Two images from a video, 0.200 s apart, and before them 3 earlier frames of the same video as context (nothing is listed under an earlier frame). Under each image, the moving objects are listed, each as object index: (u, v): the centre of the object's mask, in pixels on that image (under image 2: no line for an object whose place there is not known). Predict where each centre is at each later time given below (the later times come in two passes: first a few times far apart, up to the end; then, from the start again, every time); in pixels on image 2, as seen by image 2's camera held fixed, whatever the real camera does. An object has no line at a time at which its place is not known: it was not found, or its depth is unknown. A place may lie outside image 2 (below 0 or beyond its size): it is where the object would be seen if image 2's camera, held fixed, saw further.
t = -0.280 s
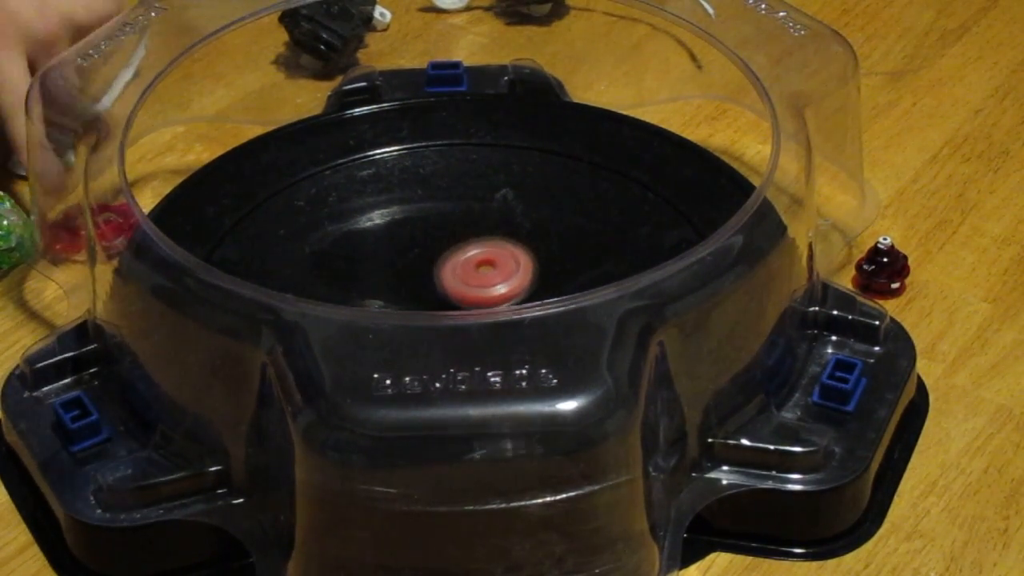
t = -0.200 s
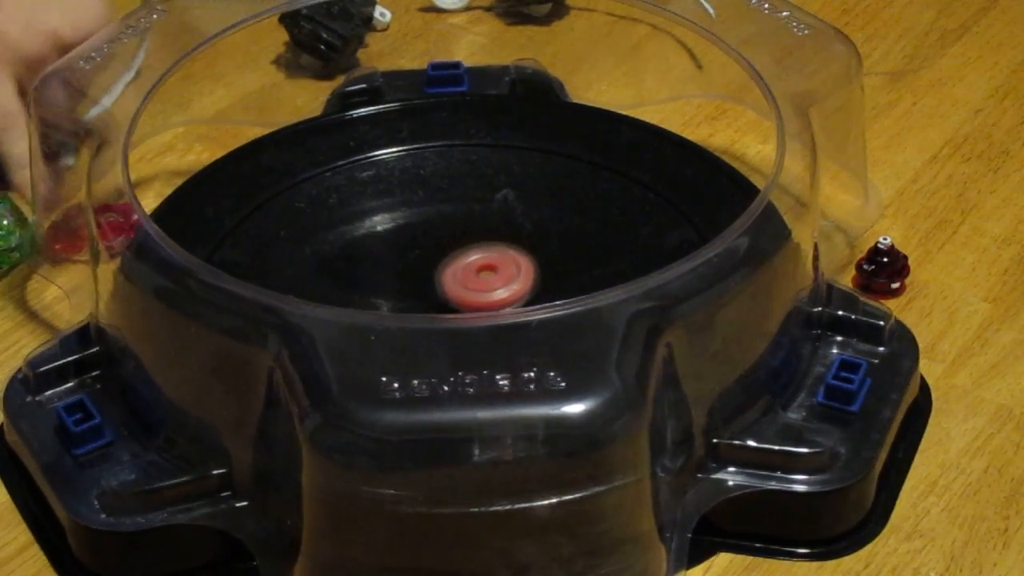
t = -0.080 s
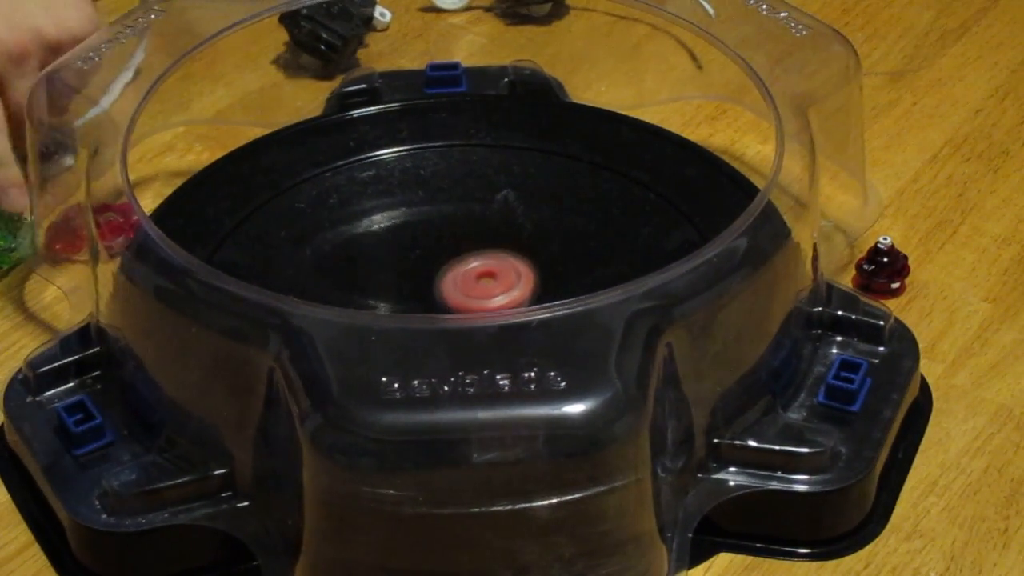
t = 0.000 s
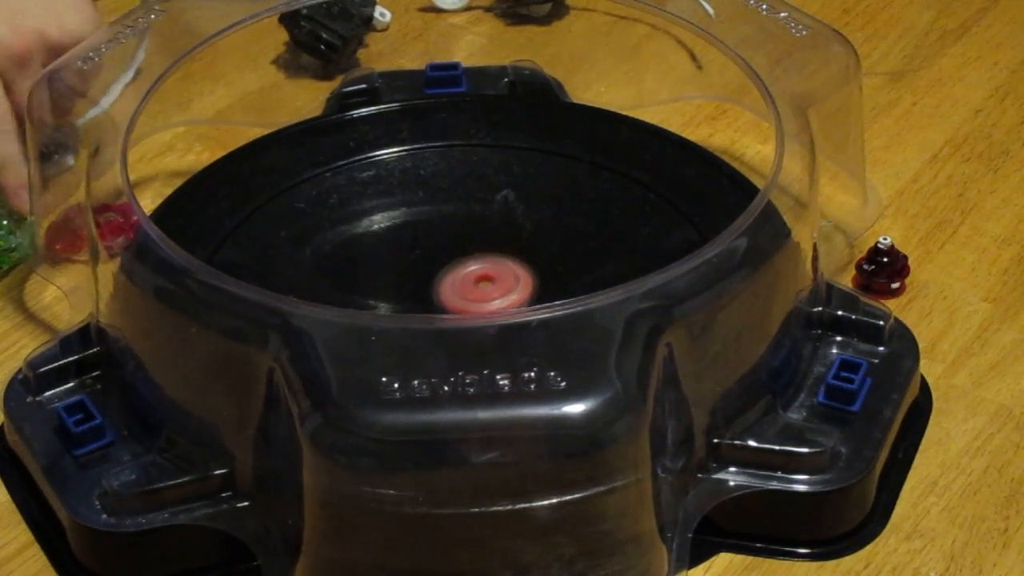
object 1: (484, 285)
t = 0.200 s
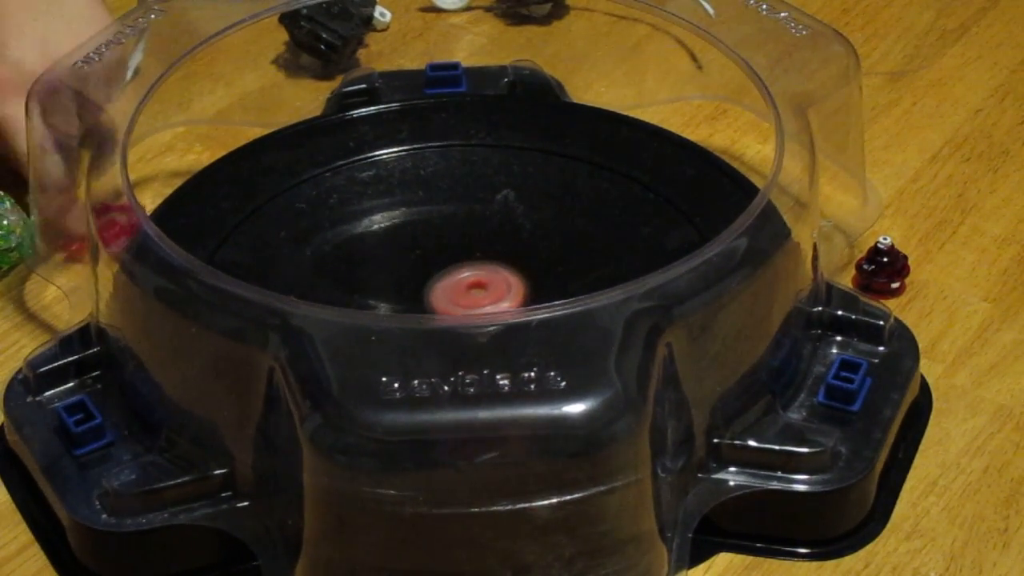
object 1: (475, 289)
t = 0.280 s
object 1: (470, 291)
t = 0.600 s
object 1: (447, 291)
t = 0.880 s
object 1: (429, 285)
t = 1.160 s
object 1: (420, 276)
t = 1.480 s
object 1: (429, 262)
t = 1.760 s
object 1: (449, 254)
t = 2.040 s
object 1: (472, 253)
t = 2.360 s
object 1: (486, 264)
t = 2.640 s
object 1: (487, 279)
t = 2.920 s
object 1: (477, 287)
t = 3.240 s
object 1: (455, 290)
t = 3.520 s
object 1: (435, 287)
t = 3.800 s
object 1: (424, 278)
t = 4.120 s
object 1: (429, 265)
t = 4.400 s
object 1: (446, 257)
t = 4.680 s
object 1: (468, 257)
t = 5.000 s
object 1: (483, 268)
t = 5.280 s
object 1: (483, 280)
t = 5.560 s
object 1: (472, 287)
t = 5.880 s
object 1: (450, 289)
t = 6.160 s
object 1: (433, 284)
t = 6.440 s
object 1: (426, 275)
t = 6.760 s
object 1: (435, 261)
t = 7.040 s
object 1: (456, 256)
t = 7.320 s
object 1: (475, 260)
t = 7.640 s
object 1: (483, 274)
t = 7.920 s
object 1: (476, 284)
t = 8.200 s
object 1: (460, 289)
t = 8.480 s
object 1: (441, 287)
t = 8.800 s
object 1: (428, 278)
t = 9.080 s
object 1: (433, 265)
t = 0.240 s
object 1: (473, 290)
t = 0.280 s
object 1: (470, 291)
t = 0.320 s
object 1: (468, 291)
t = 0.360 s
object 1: (465, 291)
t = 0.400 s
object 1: (462, 292)
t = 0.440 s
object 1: (459, 292)
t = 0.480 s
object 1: (456, 292)
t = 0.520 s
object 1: (453, 292)
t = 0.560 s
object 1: (450, 291)
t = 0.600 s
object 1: (447, 291)
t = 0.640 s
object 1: (444, 291)
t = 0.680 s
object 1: (442, 290)
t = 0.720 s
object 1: (439, 289)
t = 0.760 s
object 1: (436, 289)
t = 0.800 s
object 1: (434, 287)
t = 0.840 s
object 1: (431, 286)
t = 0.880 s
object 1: (429, 285)
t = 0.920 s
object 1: (427, 284)
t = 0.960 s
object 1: (425, 283)
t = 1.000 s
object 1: (424, 282)
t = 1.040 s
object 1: (422, 281)
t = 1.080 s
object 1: (421, 279)
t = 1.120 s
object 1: (421, 278)
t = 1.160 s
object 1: (420, 276)
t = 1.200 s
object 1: (420, 274)
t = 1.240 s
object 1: (420, 272)
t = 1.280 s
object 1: (421, 270)
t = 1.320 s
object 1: (422, 269)
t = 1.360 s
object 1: (423, 267)
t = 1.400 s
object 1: (424, 266)
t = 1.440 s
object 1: (427, 264)
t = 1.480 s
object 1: (429, 262)
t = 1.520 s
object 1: (431, 261)
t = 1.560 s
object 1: (434, 259)
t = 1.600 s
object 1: (437, 258)
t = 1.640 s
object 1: (440, 257)
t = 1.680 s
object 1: (443, 256)
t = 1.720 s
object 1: (446, 255)
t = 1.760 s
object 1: (449, 254)
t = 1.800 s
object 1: (453, 254)
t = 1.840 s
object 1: (456, 253)
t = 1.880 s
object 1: (460, 253)
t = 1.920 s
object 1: (463, 253)
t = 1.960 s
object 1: (465, 253)
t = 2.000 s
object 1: (469, 253)
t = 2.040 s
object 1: (472, 253)
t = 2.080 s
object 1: (474, 254)
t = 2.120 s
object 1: (477, 255)
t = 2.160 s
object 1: (479, 256)
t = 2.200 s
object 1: (481, 257)
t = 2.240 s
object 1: (483, 259)
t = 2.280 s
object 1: (484, 260)
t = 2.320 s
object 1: (485, 262)
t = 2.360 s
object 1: (486, 264)
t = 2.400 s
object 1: (487, 266)
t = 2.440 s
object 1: (488, 269)
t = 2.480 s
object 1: (488, 271)
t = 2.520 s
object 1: (488, 273)
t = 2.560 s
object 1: (488, 275)
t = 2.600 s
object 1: (488, 277)
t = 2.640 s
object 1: (487, 279)
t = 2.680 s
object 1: (486, 280)
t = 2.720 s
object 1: (485, 281)
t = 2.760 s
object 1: (483, 283)
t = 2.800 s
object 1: (482, 284)
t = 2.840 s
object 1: (481, 285)
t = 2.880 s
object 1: (479, 286)
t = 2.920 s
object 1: (477, 287)
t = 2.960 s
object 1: (474, 288)
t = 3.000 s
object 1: (472, 289)
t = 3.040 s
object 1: (470, 289)
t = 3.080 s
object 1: (466, 289)
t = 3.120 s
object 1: (464, 290)
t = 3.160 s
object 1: (461, 290)
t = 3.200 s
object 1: (458, 290)
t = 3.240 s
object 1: (455, 290)
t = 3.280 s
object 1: (452, 290)
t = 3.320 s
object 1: (449, 290)
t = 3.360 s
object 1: (446, 289)
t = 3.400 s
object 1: (443, 289)
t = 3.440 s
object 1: (440, 288)
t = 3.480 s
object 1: (437, 288)
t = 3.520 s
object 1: (435, 287)
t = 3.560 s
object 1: (433, 286)
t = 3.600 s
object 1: (430, 285)
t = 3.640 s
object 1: (429, 284)
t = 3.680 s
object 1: (427, 282)
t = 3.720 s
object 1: (426, 281)
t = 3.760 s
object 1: (425, 280)
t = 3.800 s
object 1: (424, 278)
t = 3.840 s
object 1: (423, 276)
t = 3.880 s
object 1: (423, 275)
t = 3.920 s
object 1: (423, 273)
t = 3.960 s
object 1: (424, 271)
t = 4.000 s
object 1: (424, 269)
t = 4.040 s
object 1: (425, 268)
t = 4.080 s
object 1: (427, 266)
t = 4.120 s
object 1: (429, 265)
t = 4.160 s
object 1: (430, 263)
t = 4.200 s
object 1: (433, 262)
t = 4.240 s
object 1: (435, 261)
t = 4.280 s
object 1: (437, 260)
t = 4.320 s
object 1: (440, 259)
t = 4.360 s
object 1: (443, 258)
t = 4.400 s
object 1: (446, 257)
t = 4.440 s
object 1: (449, 257)
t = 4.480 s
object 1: (453, 256)
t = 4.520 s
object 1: (456, 256)
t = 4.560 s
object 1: (459, 256)
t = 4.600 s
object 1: (463, 256)
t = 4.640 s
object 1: (466, 256)
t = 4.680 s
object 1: (468, 257)
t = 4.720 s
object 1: (471, 257)
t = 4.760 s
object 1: (474, 259)
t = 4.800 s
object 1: (476, 260)
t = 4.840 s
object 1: (478, 261)
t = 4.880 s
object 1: (480, 263)
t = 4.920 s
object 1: (481, 264)
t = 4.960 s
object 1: (482, 266)
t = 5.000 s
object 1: (483, 268)
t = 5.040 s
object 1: (484, 270)
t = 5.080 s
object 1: (484, 272)
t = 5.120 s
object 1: (485, 274)
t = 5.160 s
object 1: (485, 276)
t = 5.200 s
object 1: (484, 277)
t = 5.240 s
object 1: (484, 279)
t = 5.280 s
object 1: (483, 280)
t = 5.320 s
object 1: (482, 281)
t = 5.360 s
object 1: (481, 282)
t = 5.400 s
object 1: (479, 283)
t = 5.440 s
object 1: (478, 284)
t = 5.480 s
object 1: (476, 286)
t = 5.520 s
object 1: (474, 286)
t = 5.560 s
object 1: (472, 287)
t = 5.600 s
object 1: (470, 288)
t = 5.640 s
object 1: (467, 288)
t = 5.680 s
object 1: (464, 289)
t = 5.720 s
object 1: (461, 289)
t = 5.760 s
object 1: (459, 290)
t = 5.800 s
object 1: (456, 290)
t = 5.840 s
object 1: (453, 289)
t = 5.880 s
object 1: (450, 289)
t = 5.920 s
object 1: (448, 289)
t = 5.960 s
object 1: (445, 289)
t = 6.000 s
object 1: (442, 288)
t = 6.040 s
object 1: (440, 287)
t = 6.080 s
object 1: (437, 286)
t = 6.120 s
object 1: (435, 285)
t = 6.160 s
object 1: (433, 284)
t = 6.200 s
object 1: (431, 283)
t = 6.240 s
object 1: (430, 282)
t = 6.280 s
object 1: (428, 281)
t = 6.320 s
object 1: (427, 280)
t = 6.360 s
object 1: (426, 278)
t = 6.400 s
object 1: (425, 276)
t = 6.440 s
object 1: (426, 275)
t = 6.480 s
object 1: (426, 273)
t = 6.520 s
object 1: (426, 271)
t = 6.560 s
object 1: (427, 269)
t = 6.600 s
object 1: (428, 267)
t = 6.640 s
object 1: (429, 265)
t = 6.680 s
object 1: (431, 264)
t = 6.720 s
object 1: (433, 263)
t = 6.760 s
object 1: (435, 261)
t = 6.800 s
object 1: (438, 260)
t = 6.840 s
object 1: (440, 259)
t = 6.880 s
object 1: (444, 258)
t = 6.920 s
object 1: (446, 257)
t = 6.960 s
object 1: (449, 257)
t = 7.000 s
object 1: (453, 256)
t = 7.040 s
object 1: (456, 256)
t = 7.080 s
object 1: (459, 256)
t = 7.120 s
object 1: (462, 256)
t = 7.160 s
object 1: (465, 257)
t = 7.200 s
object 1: (468, 258)
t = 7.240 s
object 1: (471, 258)
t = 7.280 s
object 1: (473, 259)
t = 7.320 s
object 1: (475, 260)
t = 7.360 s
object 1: (477, 262)
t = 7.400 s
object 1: (479, 263)
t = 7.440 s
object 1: (480, 265)
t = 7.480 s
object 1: (481, 267)
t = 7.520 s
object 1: (482, 268)
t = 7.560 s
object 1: (483, 270)
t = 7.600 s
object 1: (483, 273)
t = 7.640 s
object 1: (483, 274)
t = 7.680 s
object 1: (483, 276)
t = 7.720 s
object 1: (482, 277)
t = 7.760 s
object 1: (482, 279)
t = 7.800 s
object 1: (481, 280)
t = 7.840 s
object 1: (479, 282)
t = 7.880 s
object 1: (478, 283)
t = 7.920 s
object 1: (476, 284)
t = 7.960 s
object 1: (474, 285)
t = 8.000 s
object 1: (473, 286)
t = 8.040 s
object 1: (470, 287)
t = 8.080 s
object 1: (468, 287)
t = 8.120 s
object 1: (465, 288)
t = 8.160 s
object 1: (462, 289)
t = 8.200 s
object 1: (460, 289)
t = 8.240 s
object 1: (457, 289)
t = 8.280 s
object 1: (454, 289)
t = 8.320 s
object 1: (452, 289)
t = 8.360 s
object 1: (449, 289)
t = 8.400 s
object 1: (446, 289)
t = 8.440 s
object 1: (443, 288)
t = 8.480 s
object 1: (441, 287)
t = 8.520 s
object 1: (438, 287)
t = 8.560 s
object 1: (436, 286)
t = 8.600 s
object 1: (434, 284)
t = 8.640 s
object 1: (433, 283)
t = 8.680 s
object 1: (431, 282)
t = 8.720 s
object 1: (429, 281)
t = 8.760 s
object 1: (429, 279)
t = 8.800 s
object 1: (428, 278)
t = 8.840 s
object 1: (428, 276)
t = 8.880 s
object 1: (428, 274)
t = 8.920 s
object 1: (428, 272)
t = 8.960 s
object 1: (429, 271)
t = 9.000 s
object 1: (430, 269)
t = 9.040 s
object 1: (431, 267)
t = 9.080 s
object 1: (433, 265)
